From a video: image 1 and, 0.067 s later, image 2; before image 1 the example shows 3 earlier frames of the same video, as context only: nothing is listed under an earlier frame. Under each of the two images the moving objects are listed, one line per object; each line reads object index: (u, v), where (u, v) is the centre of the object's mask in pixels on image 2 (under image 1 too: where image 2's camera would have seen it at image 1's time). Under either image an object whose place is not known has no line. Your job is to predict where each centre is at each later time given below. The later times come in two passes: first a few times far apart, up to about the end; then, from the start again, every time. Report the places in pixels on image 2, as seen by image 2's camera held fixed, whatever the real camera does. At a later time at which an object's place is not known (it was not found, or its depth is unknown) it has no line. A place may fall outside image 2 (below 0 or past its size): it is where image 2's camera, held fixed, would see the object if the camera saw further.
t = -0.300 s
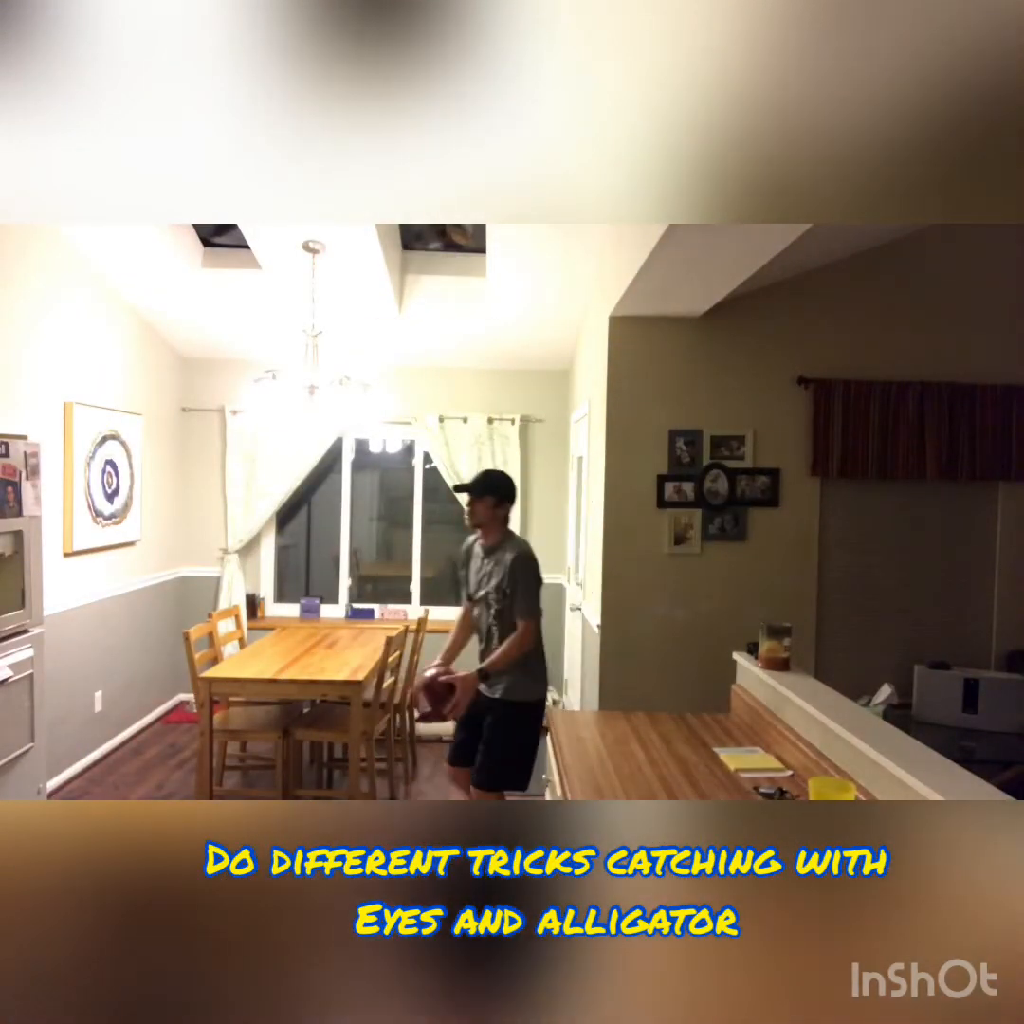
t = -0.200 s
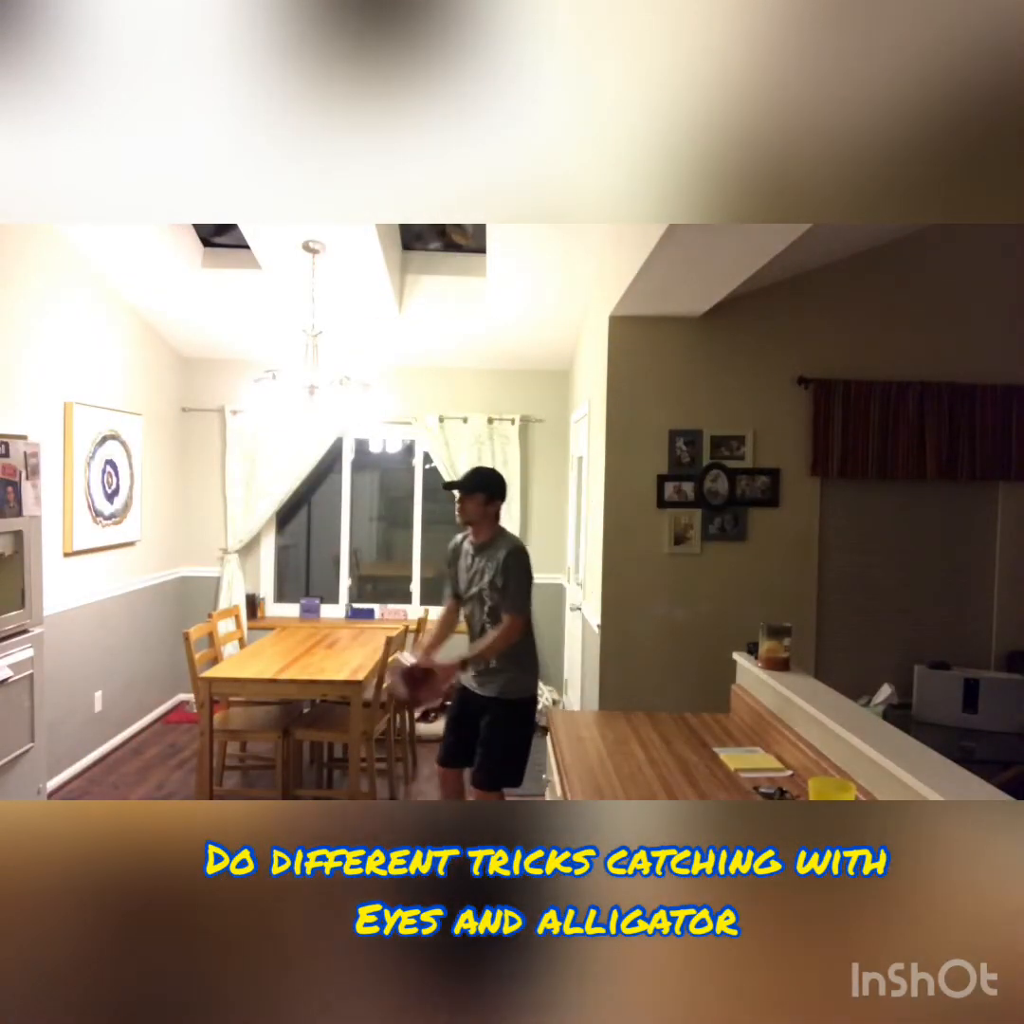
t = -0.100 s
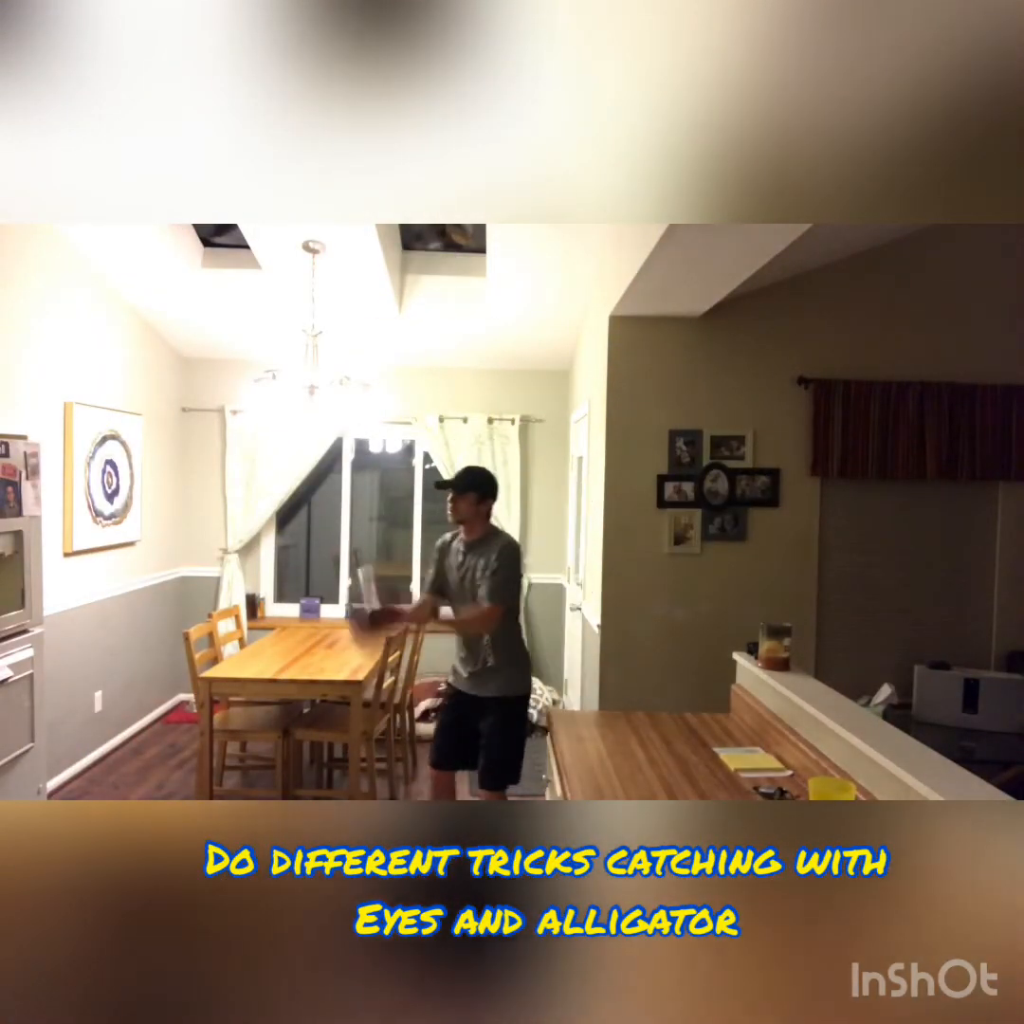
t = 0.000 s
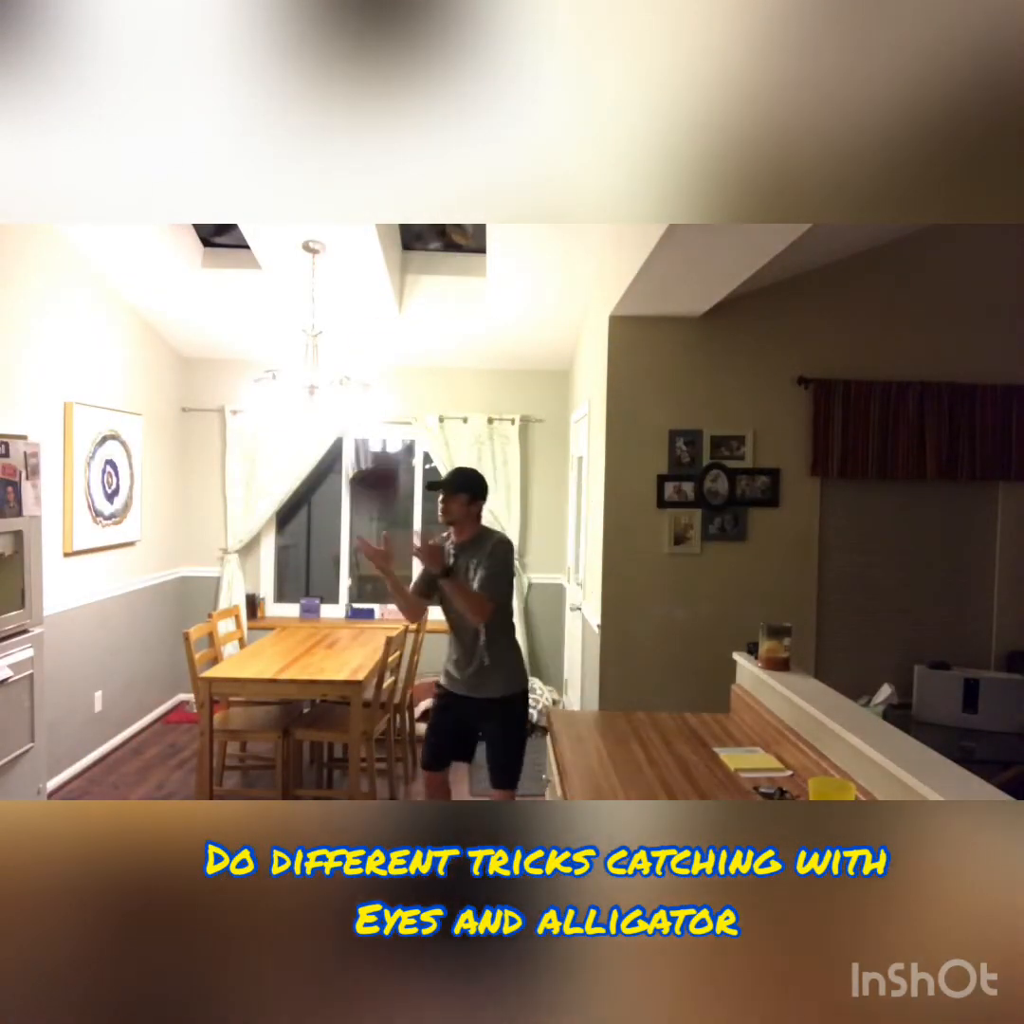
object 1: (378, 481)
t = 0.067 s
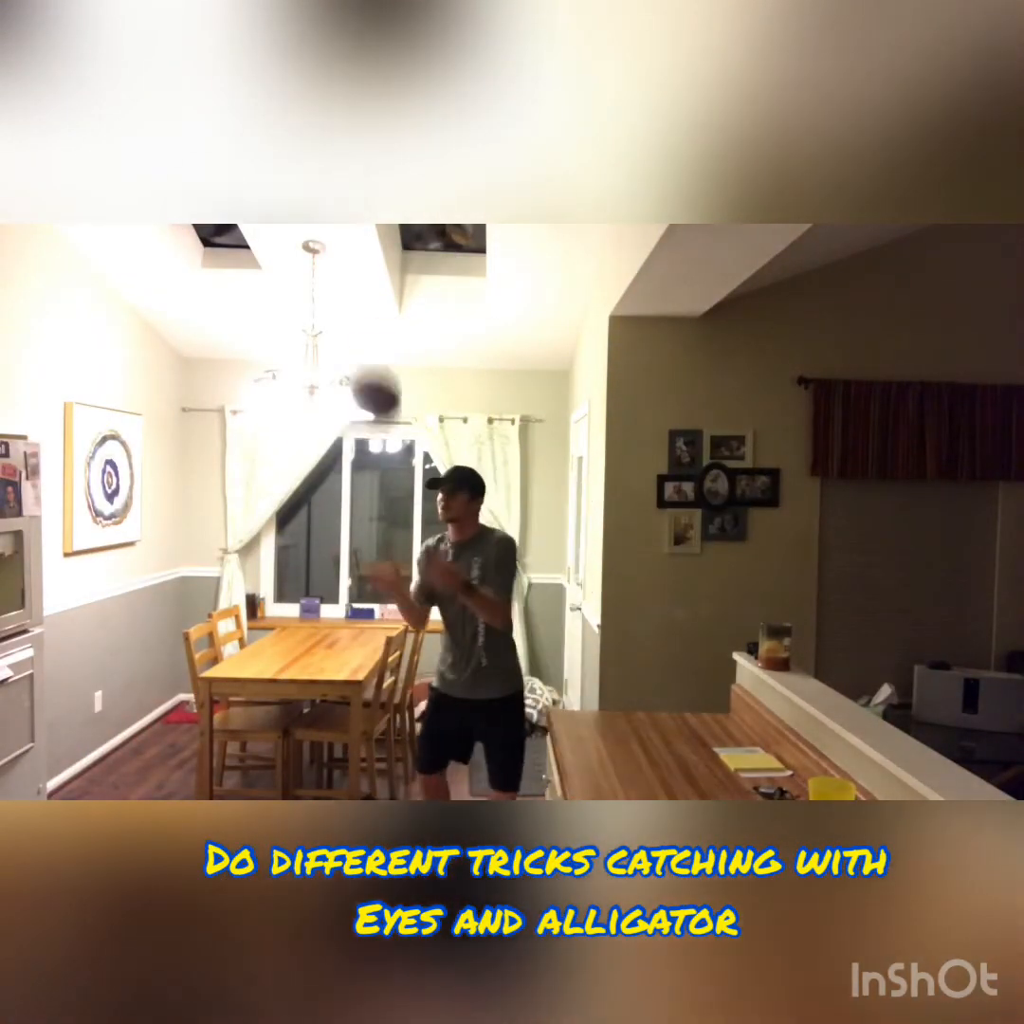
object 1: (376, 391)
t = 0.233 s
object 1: (373, 270)
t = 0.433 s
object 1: (372, 239)
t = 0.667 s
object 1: (367, 312)
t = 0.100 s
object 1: (374, 364)
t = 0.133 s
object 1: (374, 338)
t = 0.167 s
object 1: (374, 311)
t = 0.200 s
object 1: (374, 288)
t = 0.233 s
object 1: (373, 270)
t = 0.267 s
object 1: (373, 255)
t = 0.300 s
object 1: (373, 247)
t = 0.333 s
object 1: (373, 242)
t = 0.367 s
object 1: (372, 239)
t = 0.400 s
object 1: (372, 239)
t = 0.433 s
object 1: (372, 239)
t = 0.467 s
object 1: (371, 240)
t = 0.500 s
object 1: (371, 243)
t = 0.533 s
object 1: (369, 249)
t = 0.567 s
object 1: (369, 260)
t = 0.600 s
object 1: (368, 274)
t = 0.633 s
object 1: (368, 291)
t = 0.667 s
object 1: (367, 312)
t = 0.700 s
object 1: (366, 335)
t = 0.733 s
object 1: (366, 359)
